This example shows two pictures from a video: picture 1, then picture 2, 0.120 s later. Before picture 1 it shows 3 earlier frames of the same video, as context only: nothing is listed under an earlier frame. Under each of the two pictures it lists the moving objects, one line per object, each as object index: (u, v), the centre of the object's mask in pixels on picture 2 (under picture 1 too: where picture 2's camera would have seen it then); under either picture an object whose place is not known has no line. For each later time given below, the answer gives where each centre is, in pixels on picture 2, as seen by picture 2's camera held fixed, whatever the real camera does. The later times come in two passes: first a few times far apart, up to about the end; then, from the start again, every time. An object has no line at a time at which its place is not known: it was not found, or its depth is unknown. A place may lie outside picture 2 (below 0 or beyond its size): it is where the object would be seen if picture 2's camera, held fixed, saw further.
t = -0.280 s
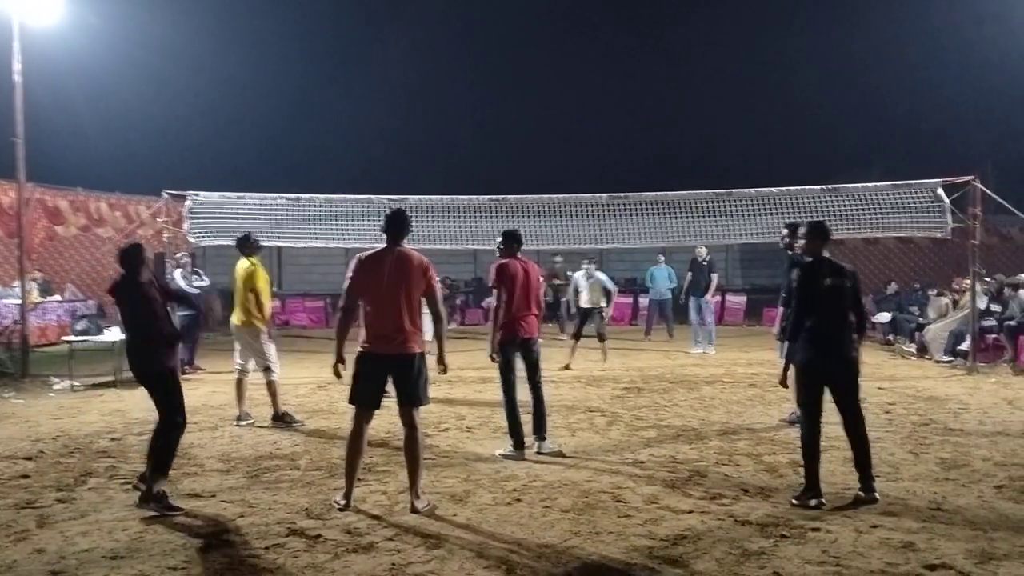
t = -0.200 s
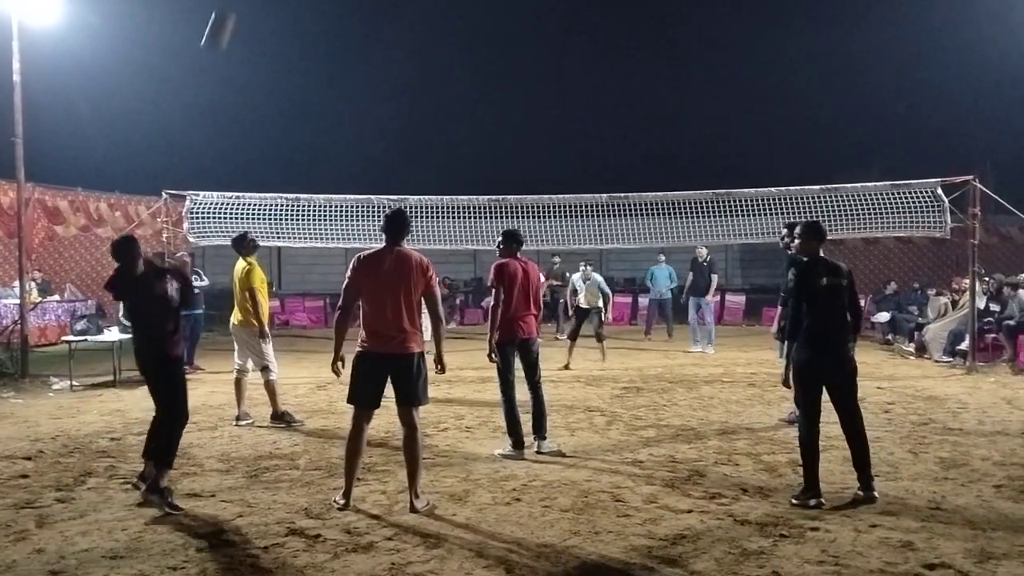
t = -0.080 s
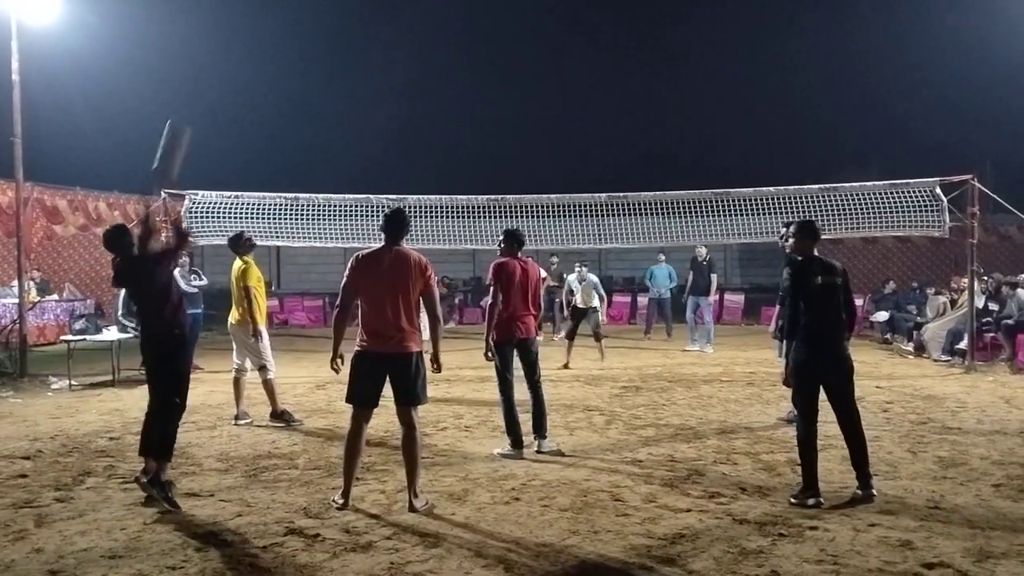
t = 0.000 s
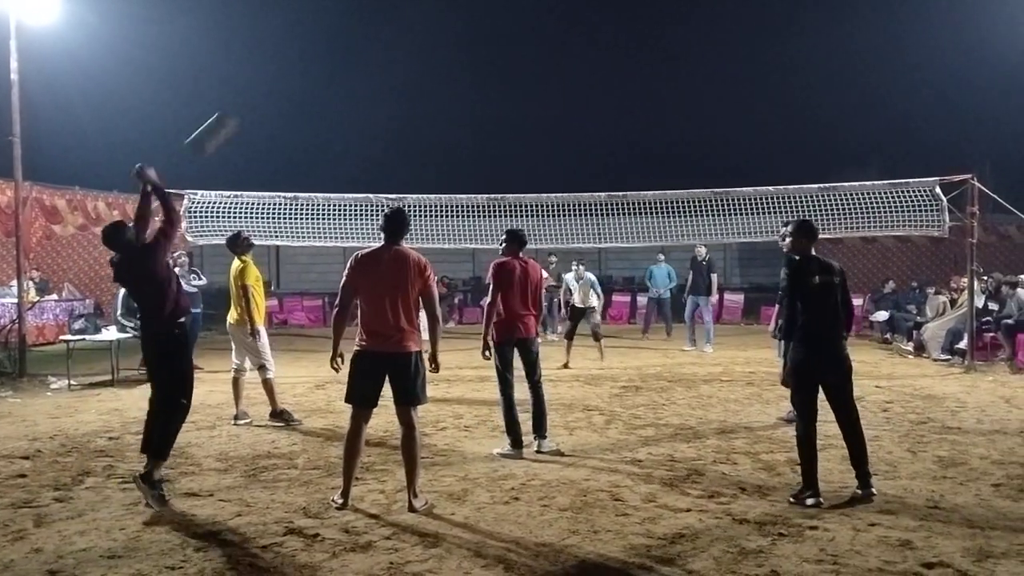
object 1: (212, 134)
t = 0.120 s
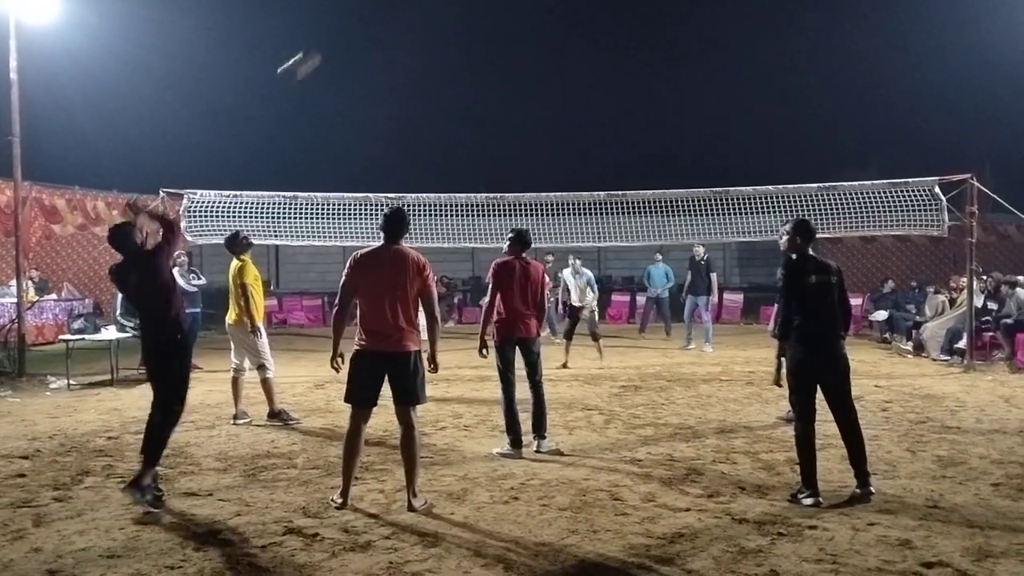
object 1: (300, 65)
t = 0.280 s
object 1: (390, 22)
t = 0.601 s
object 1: (514, 33)
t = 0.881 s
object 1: (587, 102)
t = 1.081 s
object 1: (628, 171)
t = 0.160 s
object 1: (324, 50)
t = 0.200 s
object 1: (348, 38)
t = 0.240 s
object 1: (369, 29)
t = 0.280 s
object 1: (390, 22)
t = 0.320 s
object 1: (409, 17)
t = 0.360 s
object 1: (427, 15)
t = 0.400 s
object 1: (444, 15)
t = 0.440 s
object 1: (459, 16)
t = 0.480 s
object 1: (474, 18)
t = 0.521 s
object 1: (489, 22)
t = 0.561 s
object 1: (501, 27)
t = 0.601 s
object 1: (514, 33)
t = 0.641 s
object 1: (526, 41)
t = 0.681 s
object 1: (538, 49)
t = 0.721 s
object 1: (549, 58)
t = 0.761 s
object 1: (559, 68)
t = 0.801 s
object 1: (569, 79)
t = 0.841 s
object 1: (579, 90)
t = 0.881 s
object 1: (587, 102)
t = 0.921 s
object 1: (596, 115)
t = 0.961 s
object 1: (605, 128)
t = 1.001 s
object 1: (613, 142)
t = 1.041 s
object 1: (620, 156)
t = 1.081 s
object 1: (628, 171)
